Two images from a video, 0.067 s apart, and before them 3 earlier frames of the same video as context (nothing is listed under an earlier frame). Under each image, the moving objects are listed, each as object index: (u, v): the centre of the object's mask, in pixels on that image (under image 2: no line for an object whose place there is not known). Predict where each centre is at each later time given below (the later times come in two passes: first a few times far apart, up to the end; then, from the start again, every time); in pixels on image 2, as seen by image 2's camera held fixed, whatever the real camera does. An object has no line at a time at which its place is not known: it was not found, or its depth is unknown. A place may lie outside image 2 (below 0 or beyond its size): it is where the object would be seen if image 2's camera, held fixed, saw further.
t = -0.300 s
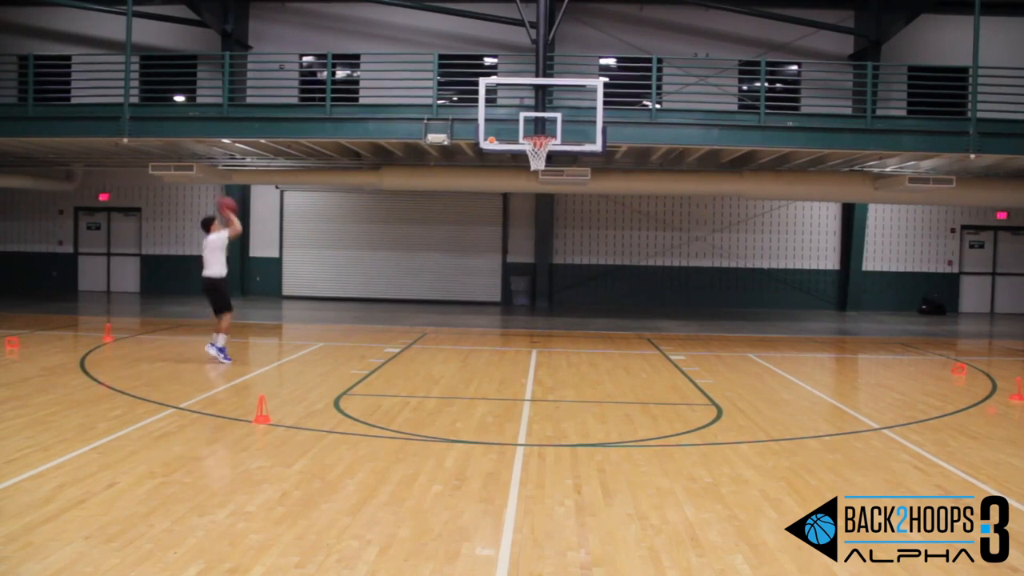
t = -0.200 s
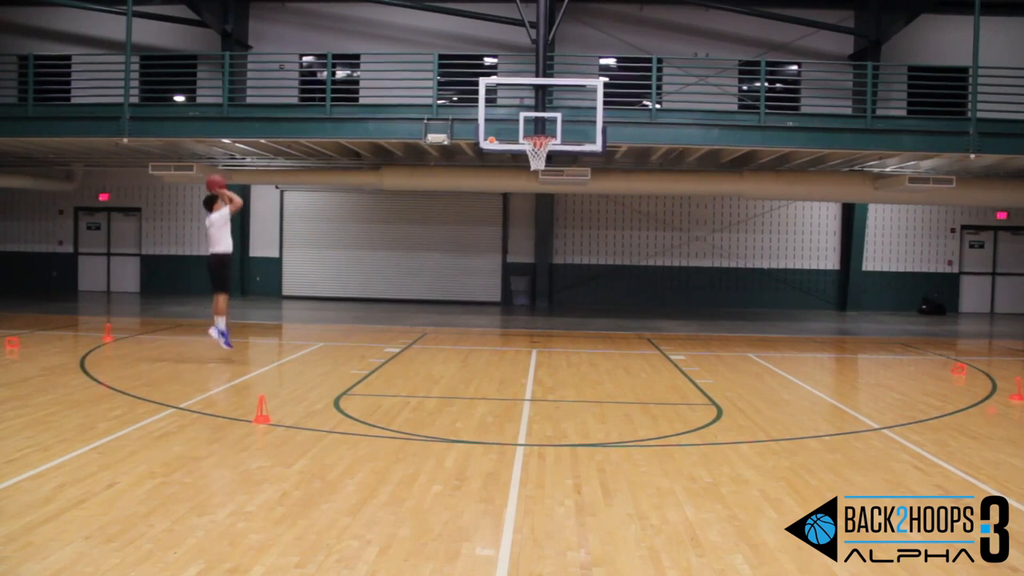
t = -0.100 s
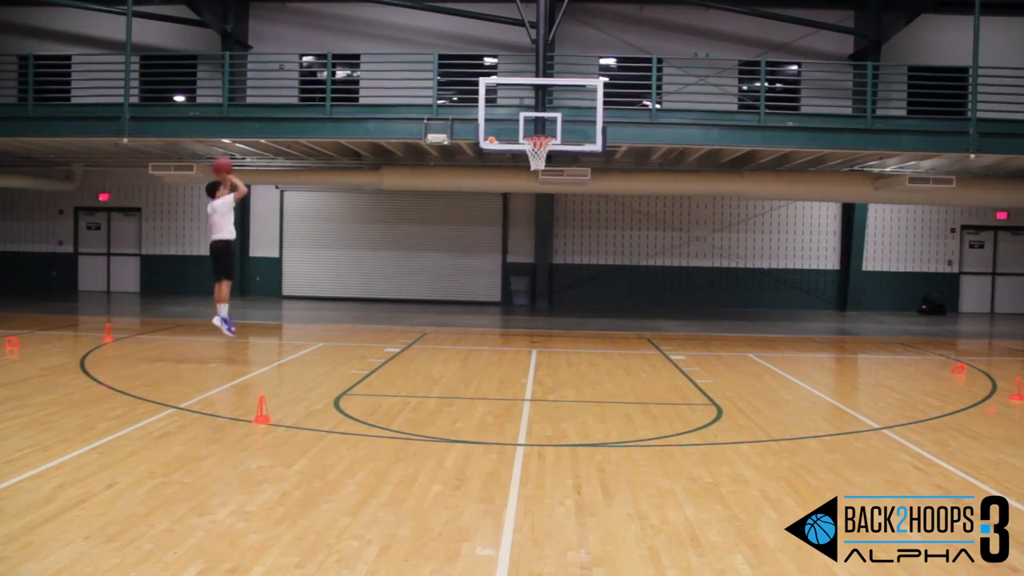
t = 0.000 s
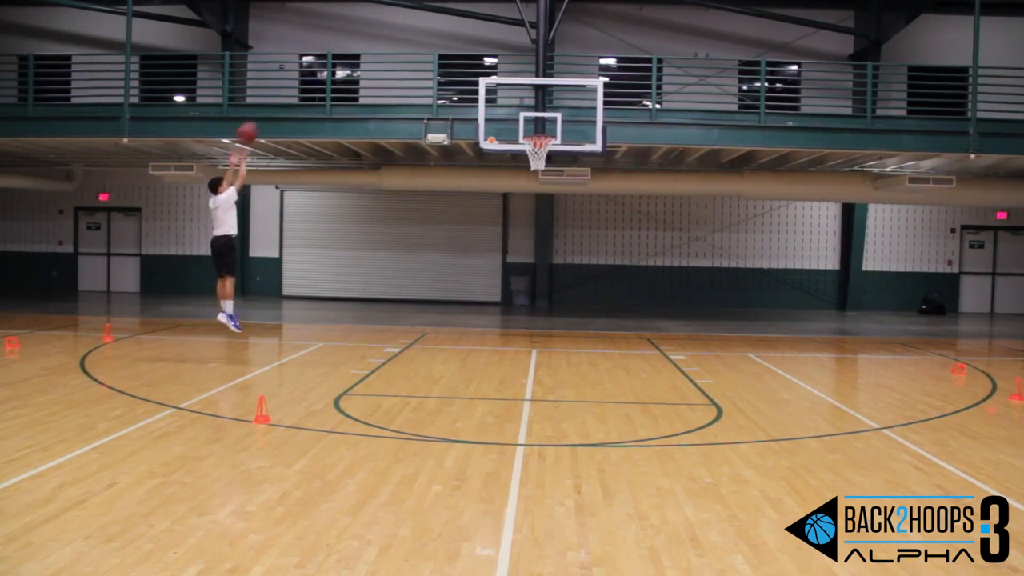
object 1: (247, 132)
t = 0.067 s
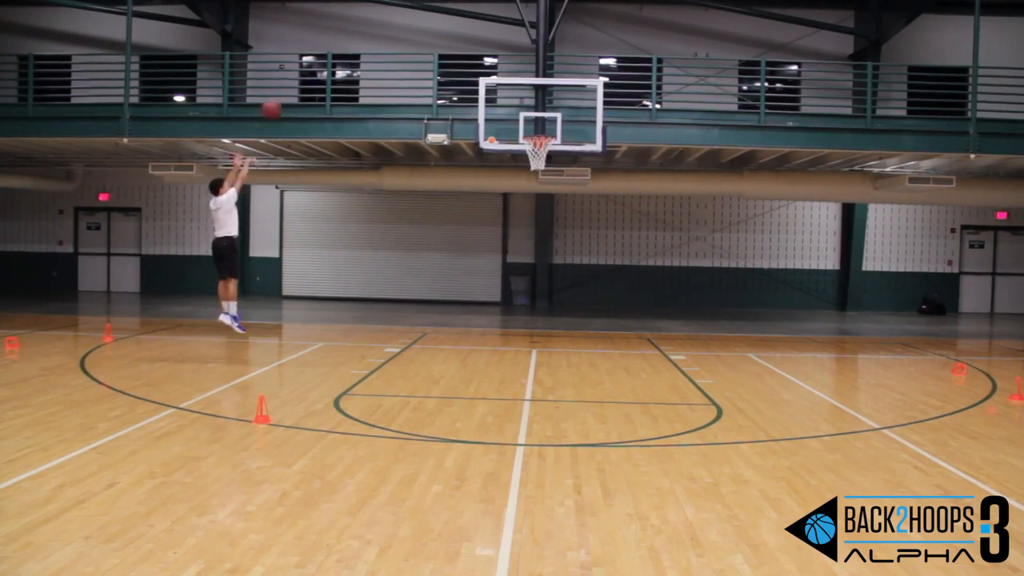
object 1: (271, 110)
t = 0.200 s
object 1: (317, 74)
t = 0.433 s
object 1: (394, 49)
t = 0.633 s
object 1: (452, 59)
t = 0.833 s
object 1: (505, 97)
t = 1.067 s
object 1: (552, 159)
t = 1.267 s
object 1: (555, 202)
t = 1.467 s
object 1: (564, 279)
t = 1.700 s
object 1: (564, 313)
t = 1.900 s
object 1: (554, 258)
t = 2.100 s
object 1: (542, 229)
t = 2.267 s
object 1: (531, 228)
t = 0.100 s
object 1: (283, 99)
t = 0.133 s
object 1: (295, 90)
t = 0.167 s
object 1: (306, 82)
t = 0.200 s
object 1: (317, 74)
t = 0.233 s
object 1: (329, 67)
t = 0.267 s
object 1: (341, 62)
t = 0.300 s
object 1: (351, 58)
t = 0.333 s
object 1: (362, 54)
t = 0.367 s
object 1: (373, 52)
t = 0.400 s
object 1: (384, 50)
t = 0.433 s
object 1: (394, 49)
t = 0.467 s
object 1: (404, 49)
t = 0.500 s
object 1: (413, 49)
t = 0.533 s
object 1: (424, 51)
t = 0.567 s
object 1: (433, 53)
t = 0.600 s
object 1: (443, 56)
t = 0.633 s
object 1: (452, 59)
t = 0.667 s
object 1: (461, 64)
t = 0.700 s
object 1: (470, 69)
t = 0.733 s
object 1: (479, 75)
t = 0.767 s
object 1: (488, 81)
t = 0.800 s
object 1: (496, 90)
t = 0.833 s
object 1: (505, 97)
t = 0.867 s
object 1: (514, 106)
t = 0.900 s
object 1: (522, 114)
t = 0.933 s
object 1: (530, 125)
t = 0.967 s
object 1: (538, 134)
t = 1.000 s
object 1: (542, 143)
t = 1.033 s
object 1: (549, 154)
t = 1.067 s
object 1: (552, 159)
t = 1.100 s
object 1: (551, 164)
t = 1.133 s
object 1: (551, 168)
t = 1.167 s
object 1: (552, 177)
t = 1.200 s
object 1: (554, 186)
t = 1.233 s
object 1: (555, 194)
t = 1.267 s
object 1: (555, 202)
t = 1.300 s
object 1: (557, 213)
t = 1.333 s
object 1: (558, 224)
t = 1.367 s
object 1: (559, 238)
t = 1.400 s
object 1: (561, 249)
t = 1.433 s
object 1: (562, 265)
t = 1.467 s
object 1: (564, 279)
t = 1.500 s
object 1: (565, 296)
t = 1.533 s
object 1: (566, 311)
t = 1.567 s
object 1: (568, 328)
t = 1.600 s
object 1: (569, 348)
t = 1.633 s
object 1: (568, 338)
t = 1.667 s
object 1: (566, 324)
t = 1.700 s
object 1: (564, 313)
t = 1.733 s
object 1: (562, 302)
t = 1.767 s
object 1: (561, 292)
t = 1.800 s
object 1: (559, 282)
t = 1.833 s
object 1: (558, 274)
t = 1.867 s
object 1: (556, 265)
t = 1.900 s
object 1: (554, 258)
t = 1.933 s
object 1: (552, 251)
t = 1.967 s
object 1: (550, 245)
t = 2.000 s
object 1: (548, 240)
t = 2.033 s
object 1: (546, 236)
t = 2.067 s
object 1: (544, 232)
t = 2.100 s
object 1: (542, 229)
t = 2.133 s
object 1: (540, 227)
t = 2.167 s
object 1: (538, 226)
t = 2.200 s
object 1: (536, 226)
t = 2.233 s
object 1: (533, 227)
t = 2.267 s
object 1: (531, 228)
